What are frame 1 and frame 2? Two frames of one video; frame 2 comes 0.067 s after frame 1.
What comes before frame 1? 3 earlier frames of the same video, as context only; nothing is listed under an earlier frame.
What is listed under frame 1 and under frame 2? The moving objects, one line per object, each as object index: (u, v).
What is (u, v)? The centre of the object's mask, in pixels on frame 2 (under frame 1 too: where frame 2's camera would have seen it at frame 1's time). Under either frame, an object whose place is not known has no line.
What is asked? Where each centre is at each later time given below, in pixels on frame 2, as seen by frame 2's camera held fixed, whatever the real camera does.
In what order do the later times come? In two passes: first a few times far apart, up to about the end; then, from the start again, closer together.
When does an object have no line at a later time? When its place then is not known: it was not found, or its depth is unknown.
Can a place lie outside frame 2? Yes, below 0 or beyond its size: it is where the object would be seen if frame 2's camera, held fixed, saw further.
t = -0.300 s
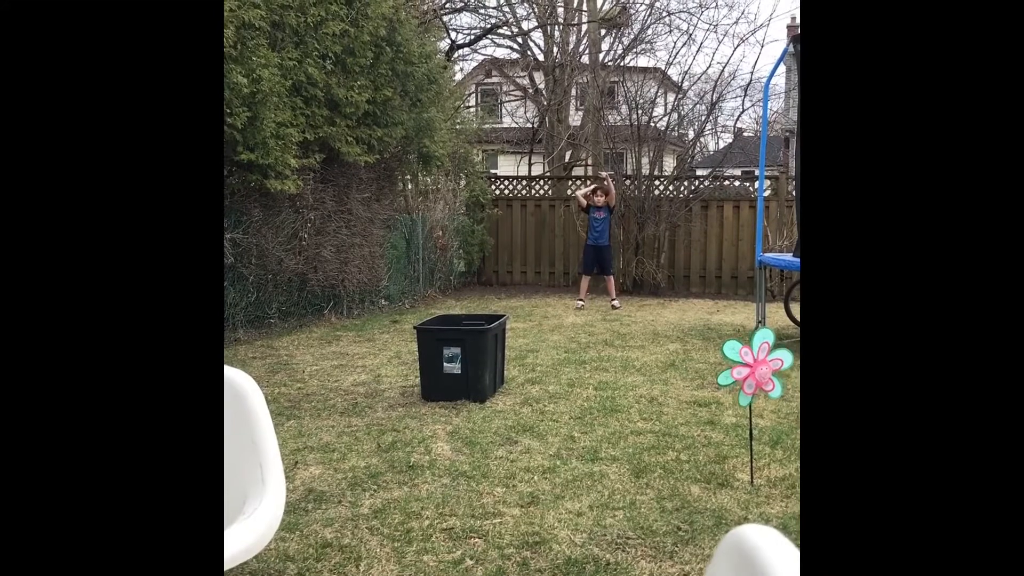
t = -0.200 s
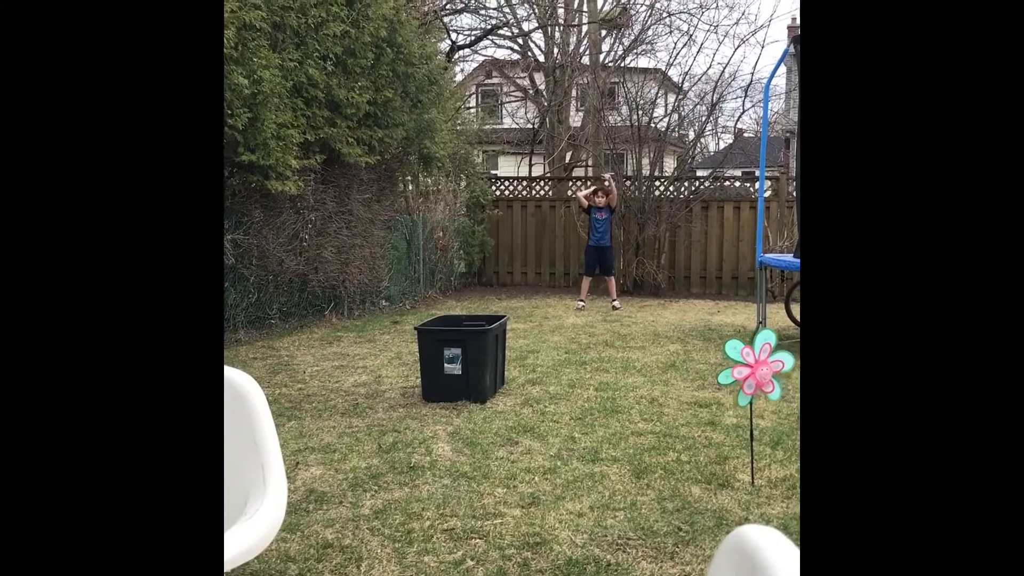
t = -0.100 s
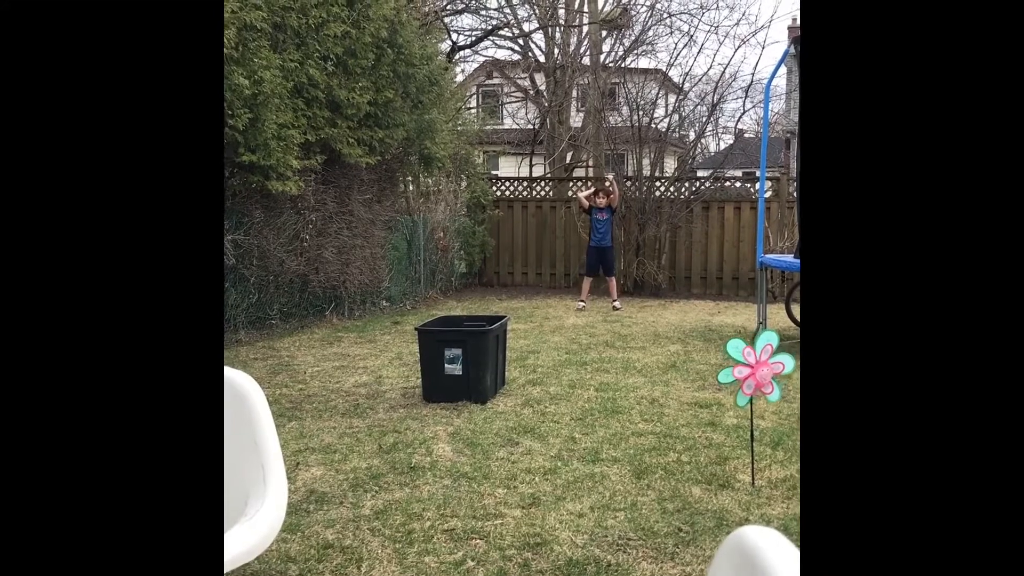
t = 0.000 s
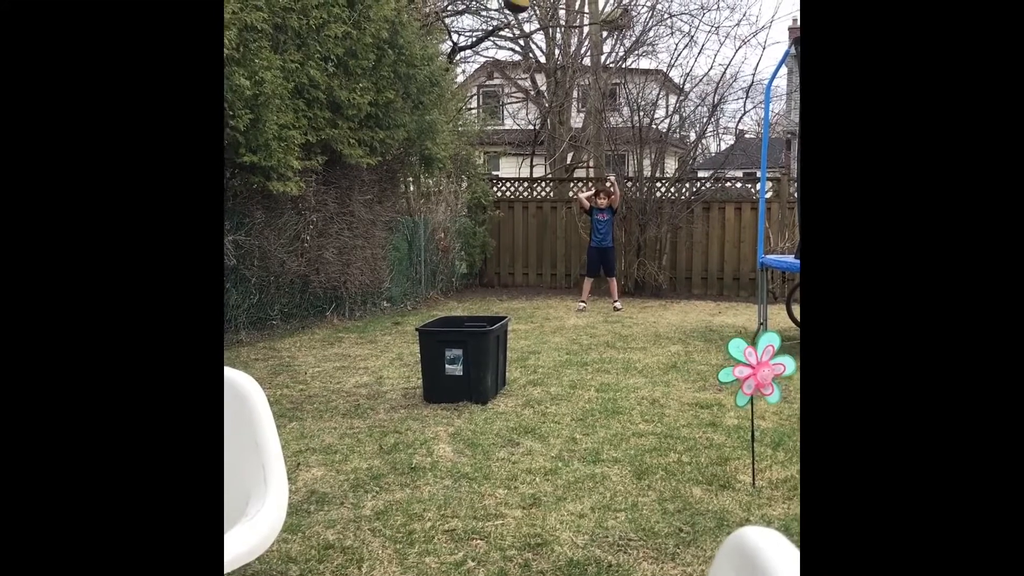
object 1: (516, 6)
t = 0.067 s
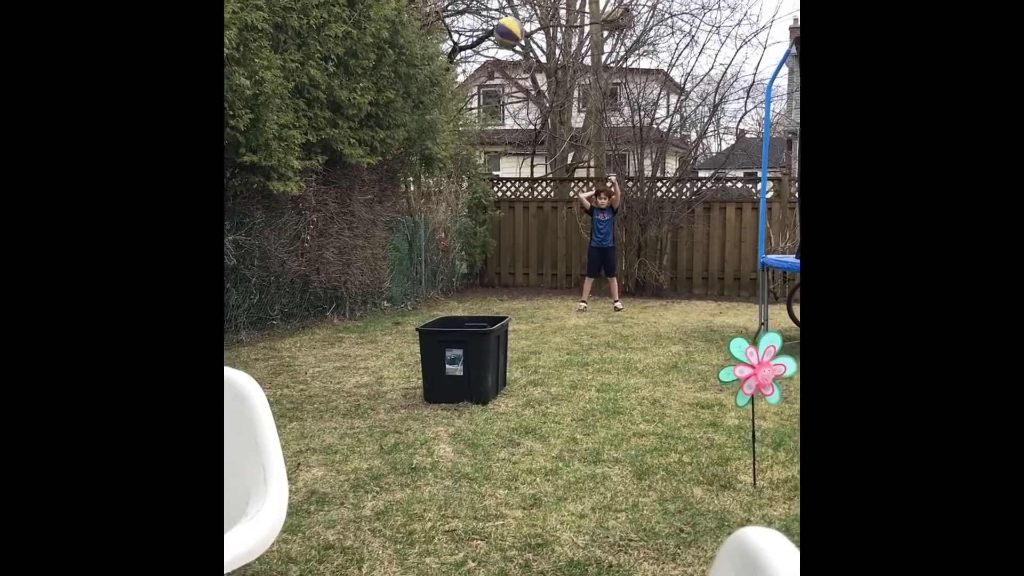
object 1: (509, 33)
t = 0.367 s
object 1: (463, 293)
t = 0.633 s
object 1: (430, 241)
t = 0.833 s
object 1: (408, 174)
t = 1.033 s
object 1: (385, 172)
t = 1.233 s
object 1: (361, 245)
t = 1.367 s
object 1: (344, 337)
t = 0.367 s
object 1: (463, 293)
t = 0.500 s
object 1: (443, 310)
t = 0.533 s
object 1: (441, 297)
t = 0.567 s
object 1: (438, 276)
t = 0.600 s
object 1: (434, 258)
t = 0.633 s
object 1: (430, 241)
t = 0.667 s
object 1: (427, 225)
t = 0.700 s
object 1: (423, 212)
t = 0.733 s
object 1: (420, 201)
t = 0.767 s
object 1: (416, 189)
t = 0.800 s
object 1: (412, 181)
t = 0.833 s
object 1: (408, 174)
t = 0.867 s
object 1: (404, 169)
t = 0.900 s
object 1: (400, 166)
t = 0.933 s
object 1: (397, 165)
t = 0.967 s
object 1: (392, 166)
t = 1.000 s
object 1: (389, 168)
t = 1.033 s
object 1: (385, 172)
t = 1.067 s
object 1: (380, 179)
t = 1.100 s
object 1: (376, 188)
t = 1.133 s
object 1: (372, 200)
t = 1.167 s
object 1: (368, 213)
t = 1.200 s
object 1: (365, 228)
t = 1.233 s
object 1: (361, 245)
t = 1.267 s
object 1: (357, 265)
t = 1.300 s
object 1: (352, 287)
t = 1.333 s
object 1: (348, 310)
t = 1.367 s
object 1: (344, 337)
